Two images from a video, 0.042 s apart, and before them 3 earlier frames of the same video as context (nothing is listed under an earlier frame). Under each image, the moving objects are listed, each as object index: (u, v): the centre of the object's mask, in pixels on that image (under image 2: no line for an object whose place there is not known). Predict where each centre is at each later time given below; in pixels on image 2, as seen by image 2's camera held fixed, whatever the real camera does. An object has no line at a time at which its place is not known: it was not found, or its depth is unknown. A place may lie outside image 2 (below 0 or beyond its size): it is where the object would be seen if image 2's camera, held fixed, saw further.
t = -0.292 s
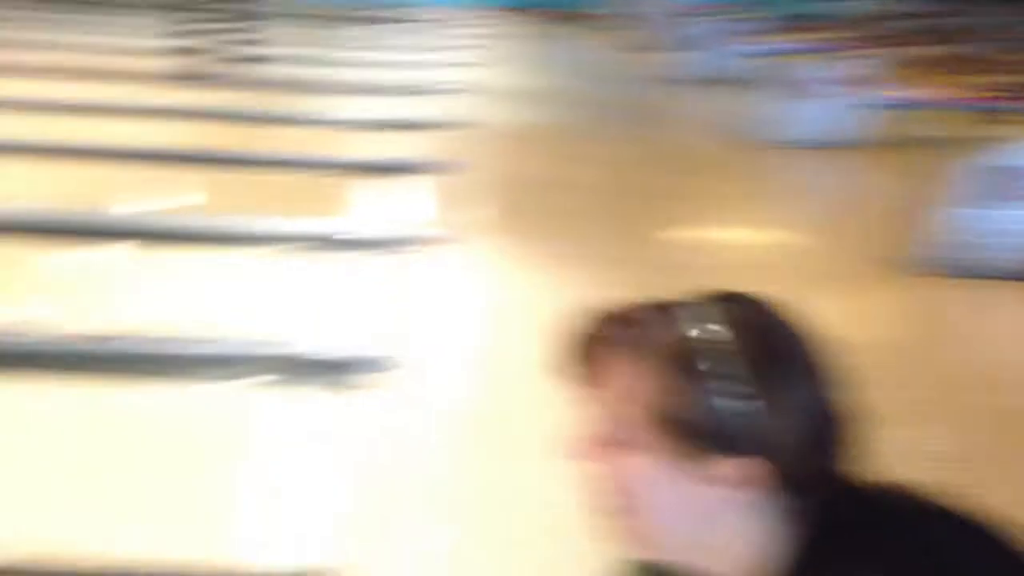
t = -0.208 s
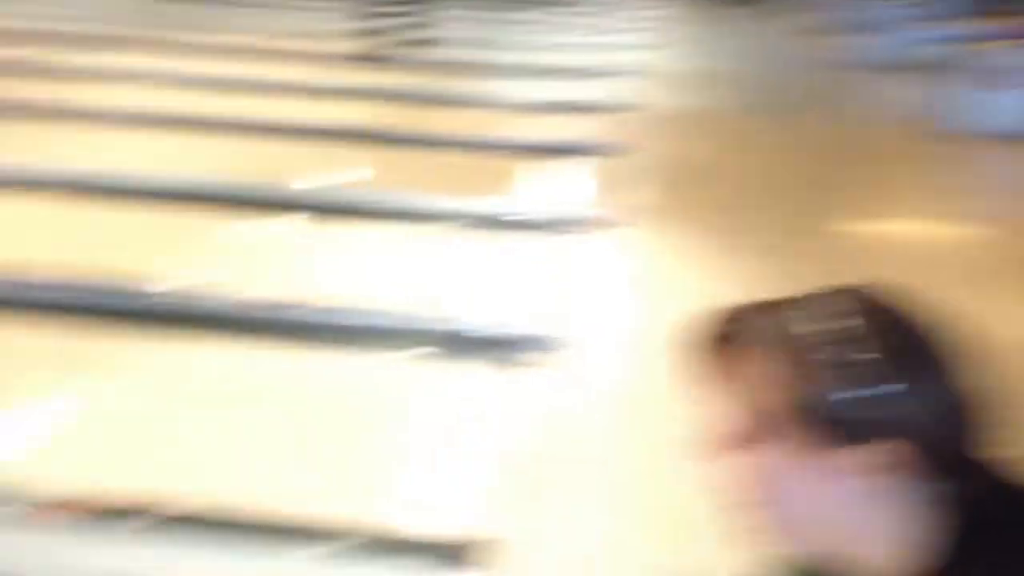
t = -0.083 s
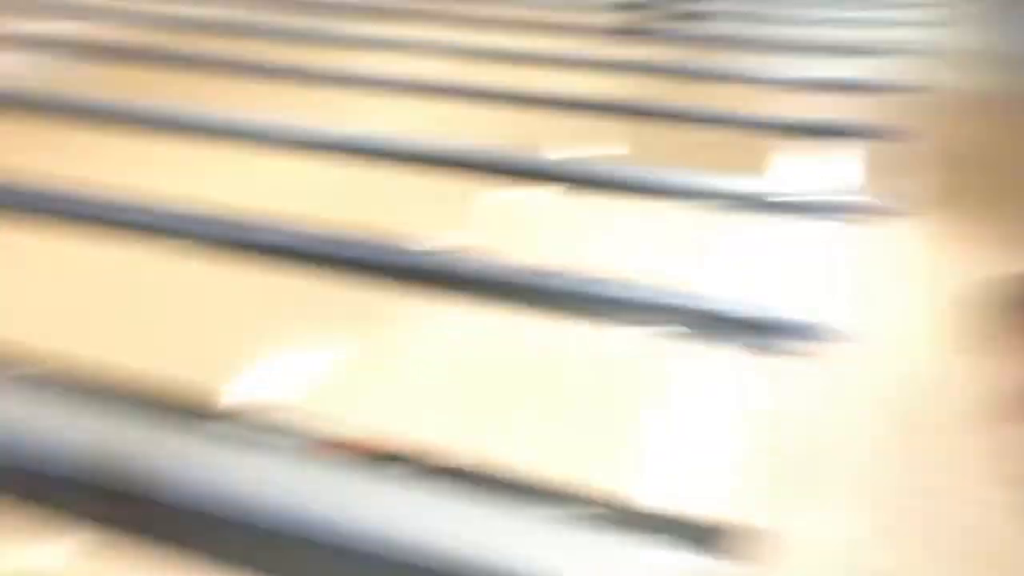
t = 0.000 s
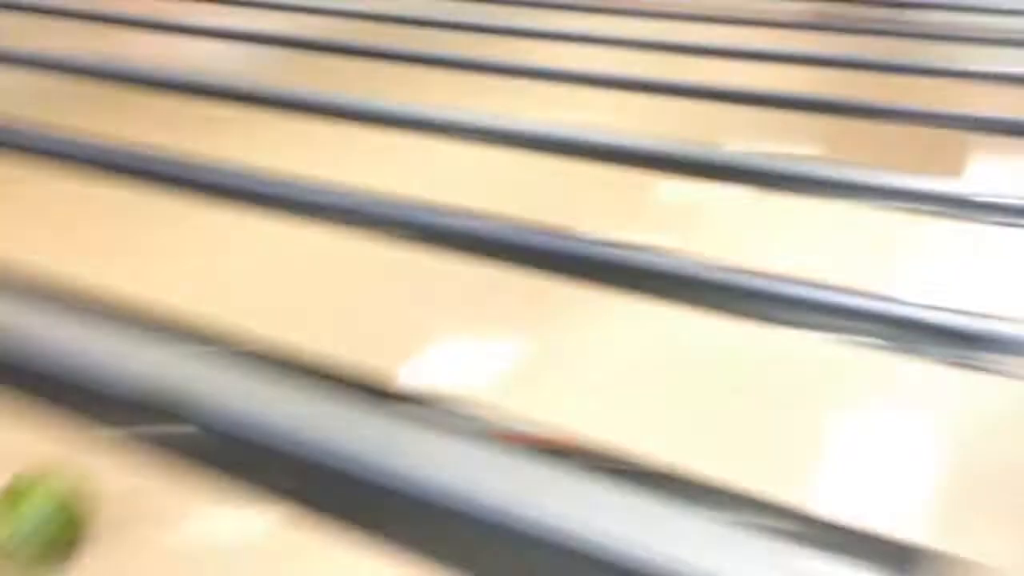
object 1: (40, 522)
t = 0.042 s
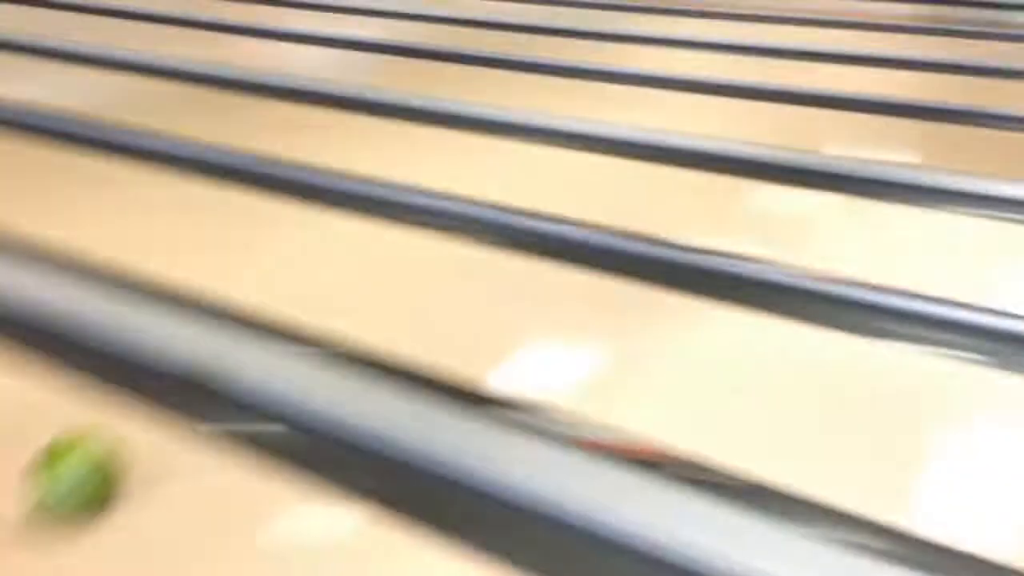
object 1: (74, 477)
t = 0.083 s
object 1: (21, 444)
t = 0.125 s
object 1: (-21, 419)
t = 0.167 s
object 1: (-64, 393)
